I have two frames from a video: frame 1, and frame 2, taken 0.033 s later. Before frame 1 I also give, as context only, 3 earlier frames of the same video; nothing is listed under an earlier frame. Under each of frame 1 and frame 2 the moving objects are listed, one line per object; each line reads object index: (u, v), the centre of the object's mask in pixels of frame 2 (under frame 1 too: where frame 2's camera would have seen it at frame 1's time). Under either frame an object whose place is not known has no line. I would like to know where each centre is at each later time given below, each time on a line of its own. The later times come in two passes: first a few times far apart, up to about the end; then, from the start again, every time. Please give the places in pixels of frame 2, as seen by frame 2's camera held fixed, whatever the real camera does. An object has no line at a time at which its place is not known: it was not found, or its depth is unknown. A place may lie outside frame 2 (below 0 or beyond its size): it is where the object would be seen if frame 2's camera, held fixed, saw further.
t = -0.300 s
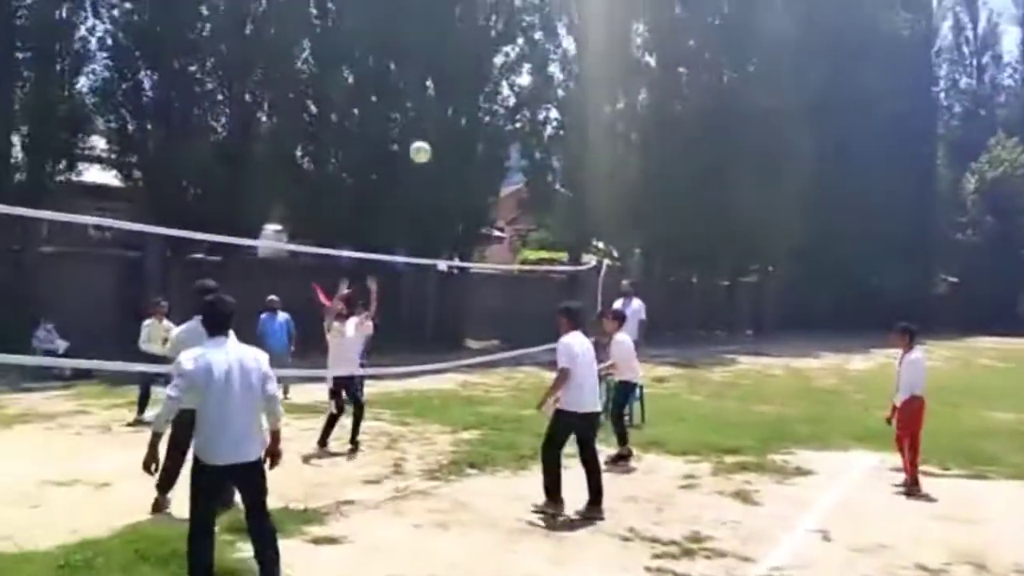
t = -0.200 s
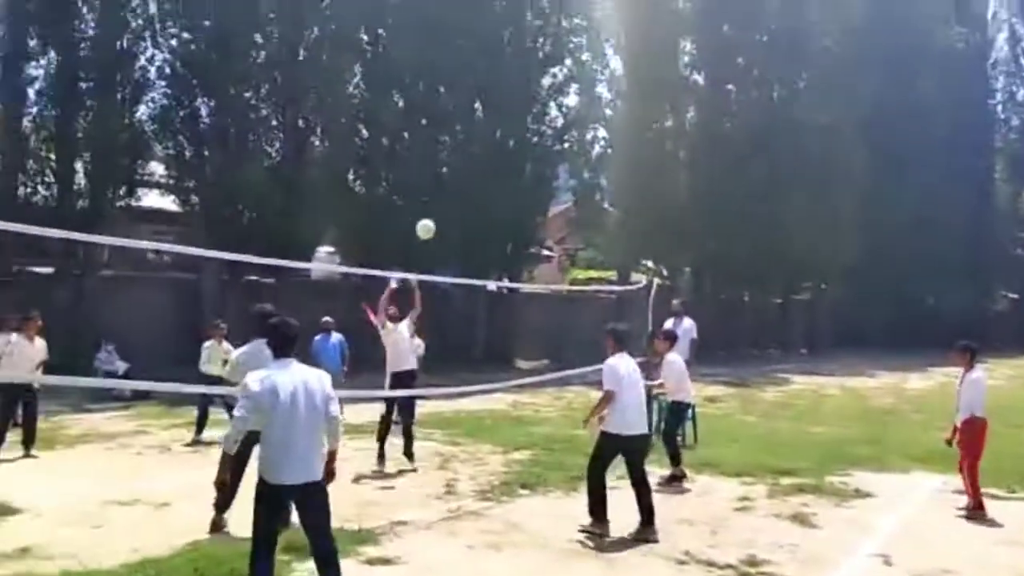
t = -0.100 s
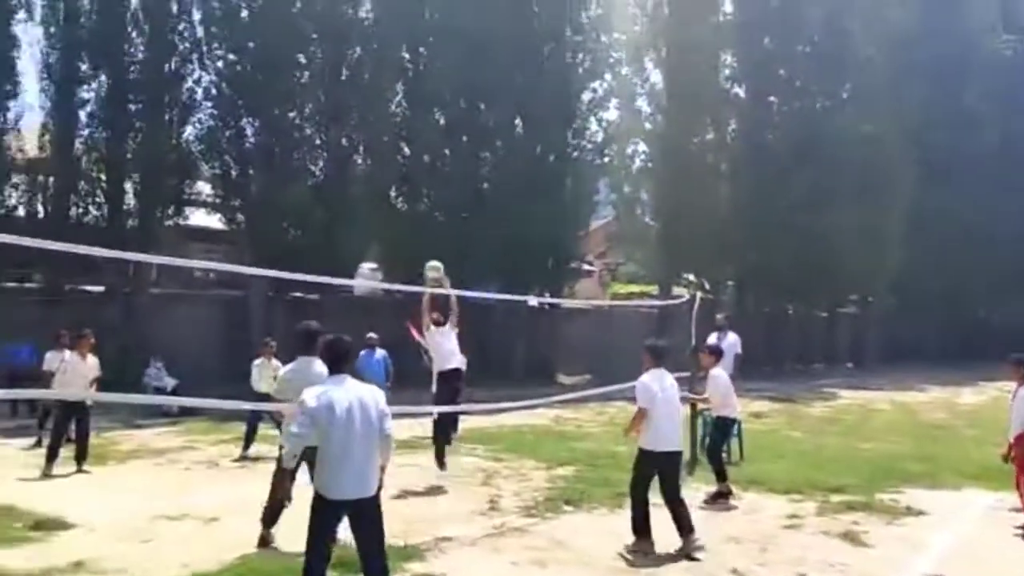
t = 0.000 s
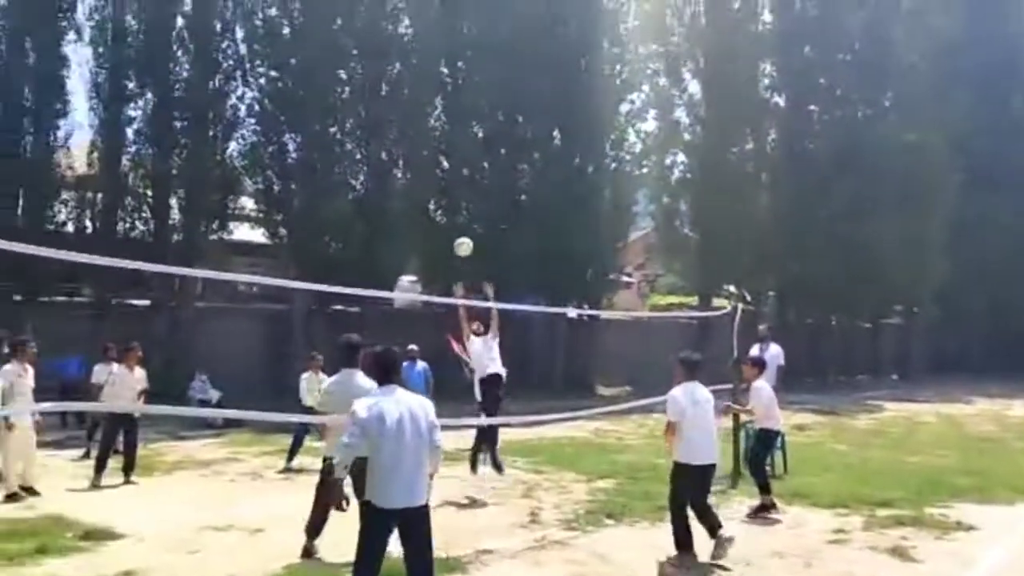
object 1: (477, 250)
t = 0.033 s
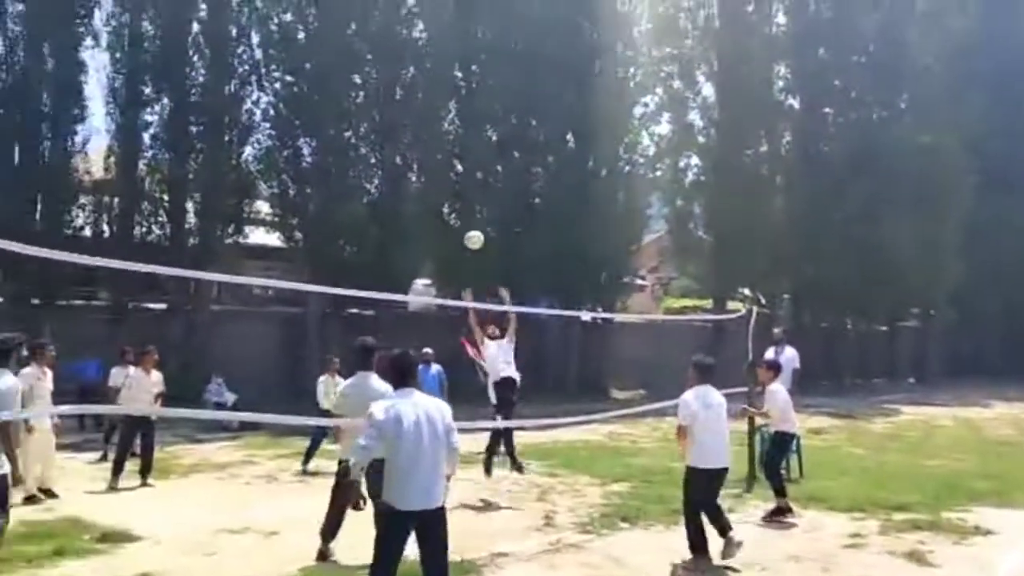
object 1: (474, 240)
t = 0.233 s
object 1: (453, 197)
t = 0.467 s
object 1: (427, 192)
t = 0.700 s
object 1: (398, 237)
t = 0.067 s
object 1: (471, 230)
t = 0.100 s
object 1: (467, 222)
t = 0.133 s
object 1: (464, 214)
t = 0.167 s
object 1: (460, 208)
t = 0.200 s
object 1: (457, 202)
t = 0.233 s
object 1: (453, 197)
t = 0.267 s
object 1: (451, 195)
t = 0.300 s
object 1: (447, 192)
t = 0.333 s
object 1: (443, 191)
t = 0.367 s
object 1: (439, 189)
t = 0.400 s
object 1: (435, 189)
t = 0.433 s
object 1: (431, 190)
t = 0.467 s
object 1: (427, 192)
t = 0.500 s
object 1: (423, 195)
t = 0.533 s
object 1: (419, 200)
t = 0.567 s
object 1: (415, 205)
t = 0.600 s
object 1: (411, 211)
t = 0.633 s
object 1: (406, 218)
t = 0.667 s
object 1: (402, 227)
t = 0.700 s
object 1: (398, 237)
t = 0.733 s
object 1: (394, 248)
